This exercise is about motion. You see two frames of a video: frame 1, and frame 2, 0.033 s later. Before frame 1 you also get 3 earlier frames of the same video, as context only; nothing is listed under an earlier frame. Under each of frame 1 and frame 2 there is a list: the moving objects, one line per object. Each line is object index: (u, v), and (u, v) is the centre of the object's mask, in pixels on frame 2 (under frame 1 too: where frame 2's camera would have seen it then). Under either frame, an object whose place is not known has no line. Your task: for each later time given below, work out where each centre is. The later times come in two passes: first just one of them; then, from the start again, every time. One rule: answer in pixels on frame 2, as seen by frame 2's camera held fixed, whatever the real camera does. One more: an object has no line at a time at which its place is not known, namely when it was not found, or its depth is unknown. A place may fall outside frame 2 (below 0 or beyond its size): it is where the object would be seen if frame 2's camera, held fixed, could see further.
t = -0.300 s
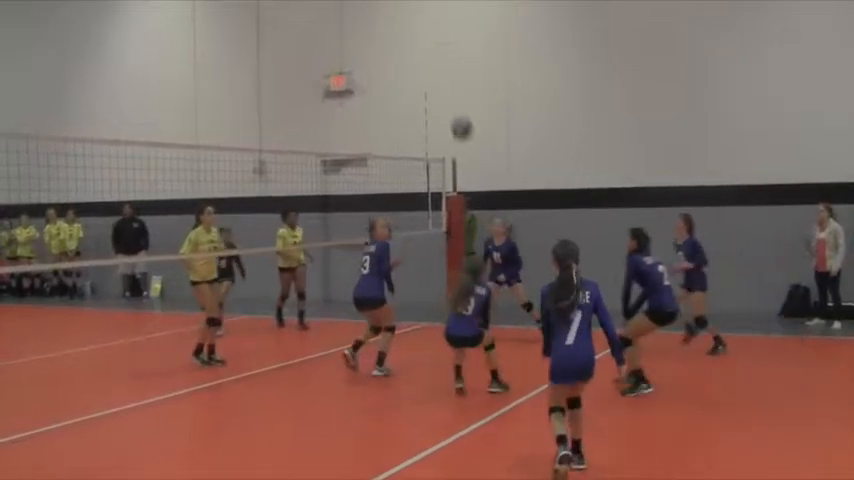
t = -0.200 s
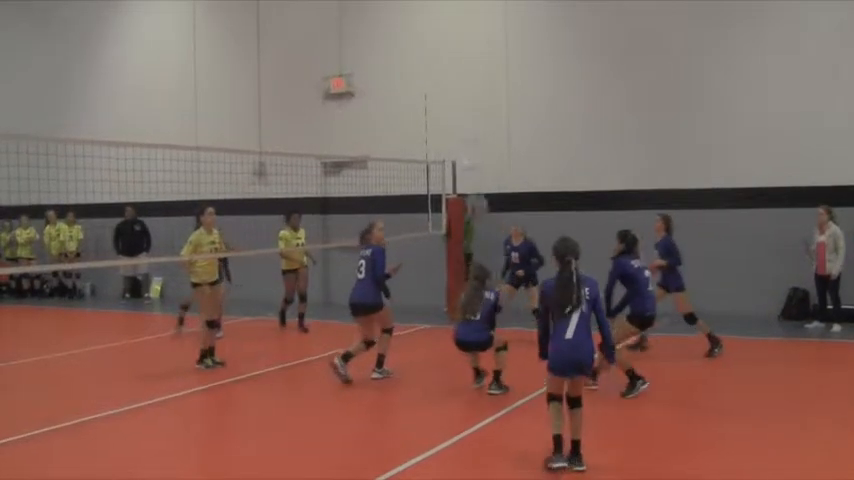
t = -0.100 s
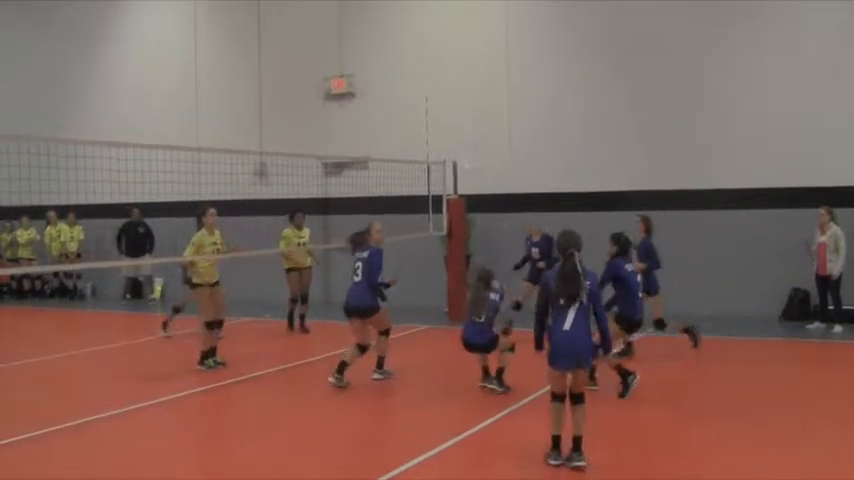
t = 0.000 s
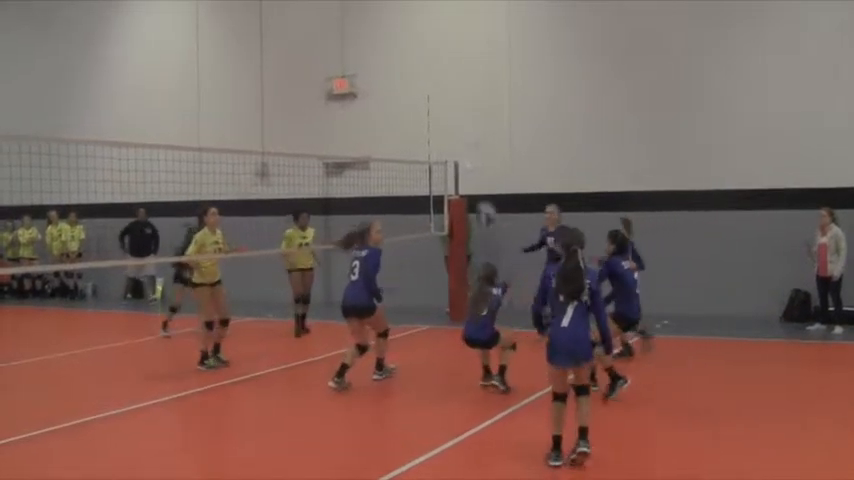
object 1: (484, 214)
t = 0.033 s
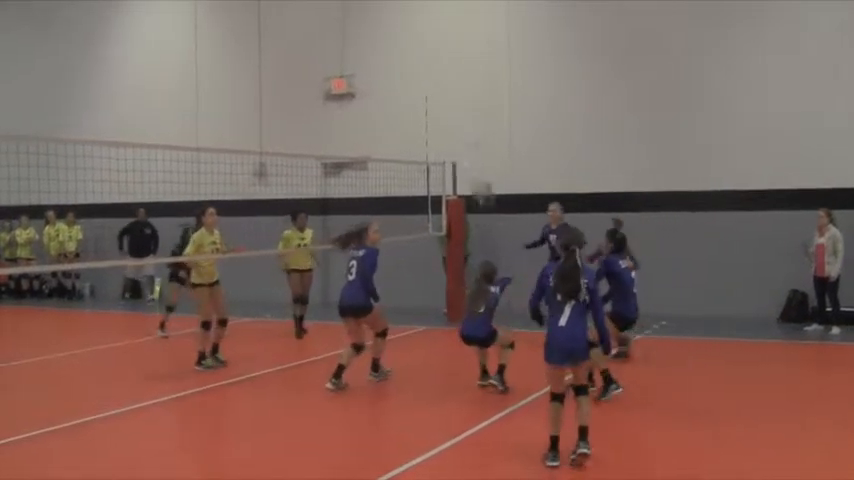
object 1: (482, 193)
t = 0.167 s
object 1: (472, 117)
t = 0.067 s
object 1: (480, 172)
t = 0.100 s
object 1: (477, 153)
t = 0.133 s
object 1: (475, 135)
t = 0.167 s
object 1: (472, 117)
